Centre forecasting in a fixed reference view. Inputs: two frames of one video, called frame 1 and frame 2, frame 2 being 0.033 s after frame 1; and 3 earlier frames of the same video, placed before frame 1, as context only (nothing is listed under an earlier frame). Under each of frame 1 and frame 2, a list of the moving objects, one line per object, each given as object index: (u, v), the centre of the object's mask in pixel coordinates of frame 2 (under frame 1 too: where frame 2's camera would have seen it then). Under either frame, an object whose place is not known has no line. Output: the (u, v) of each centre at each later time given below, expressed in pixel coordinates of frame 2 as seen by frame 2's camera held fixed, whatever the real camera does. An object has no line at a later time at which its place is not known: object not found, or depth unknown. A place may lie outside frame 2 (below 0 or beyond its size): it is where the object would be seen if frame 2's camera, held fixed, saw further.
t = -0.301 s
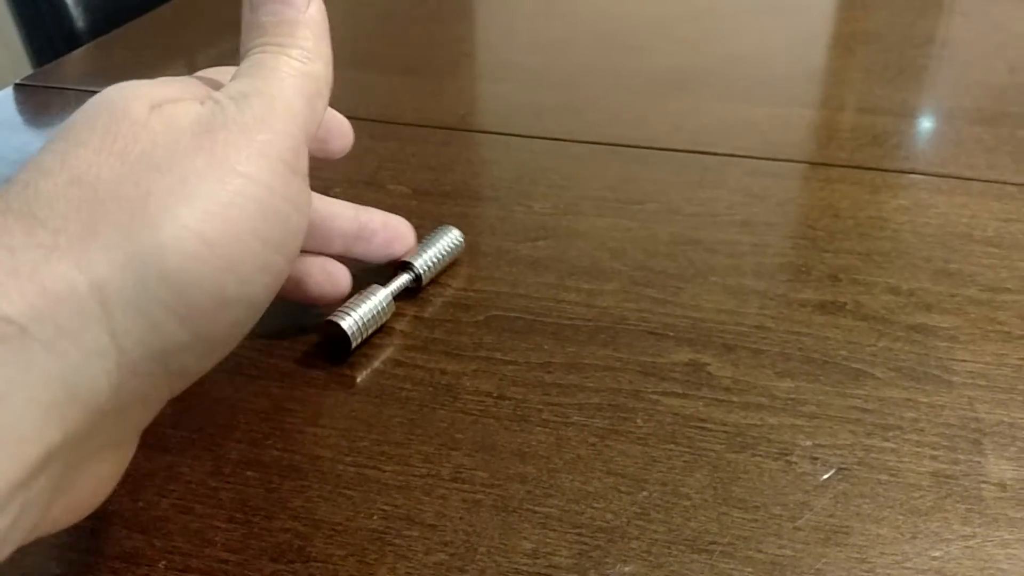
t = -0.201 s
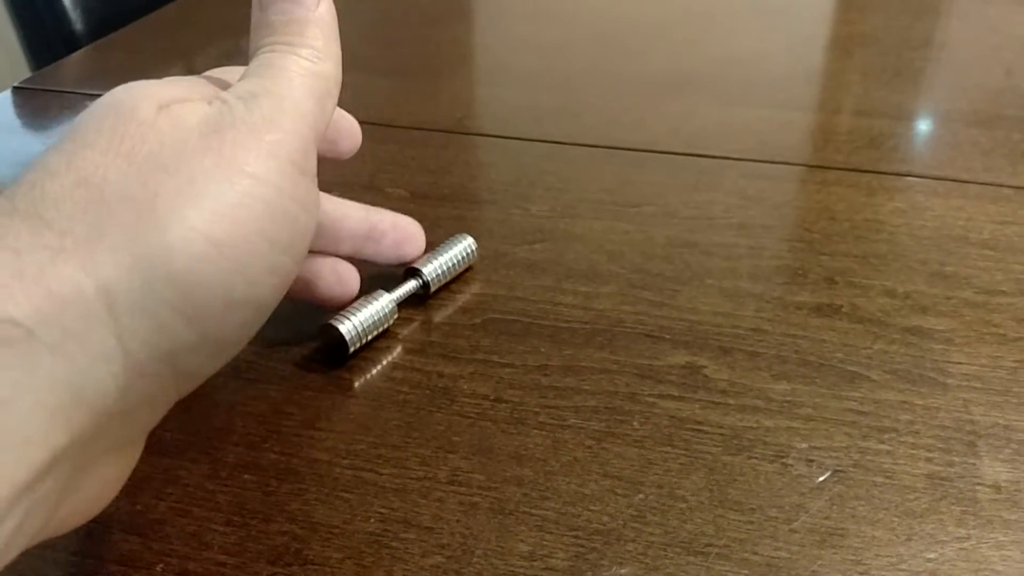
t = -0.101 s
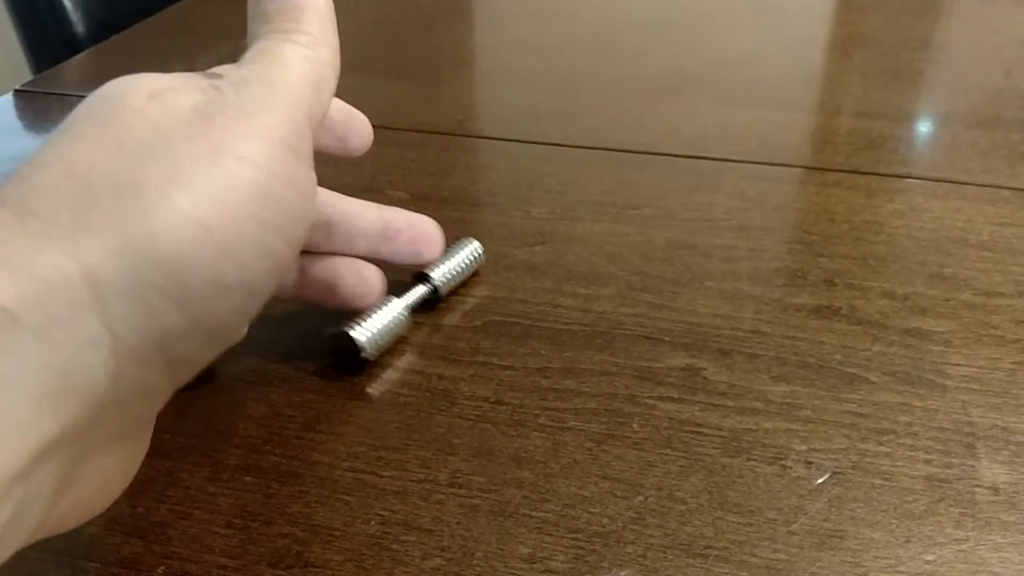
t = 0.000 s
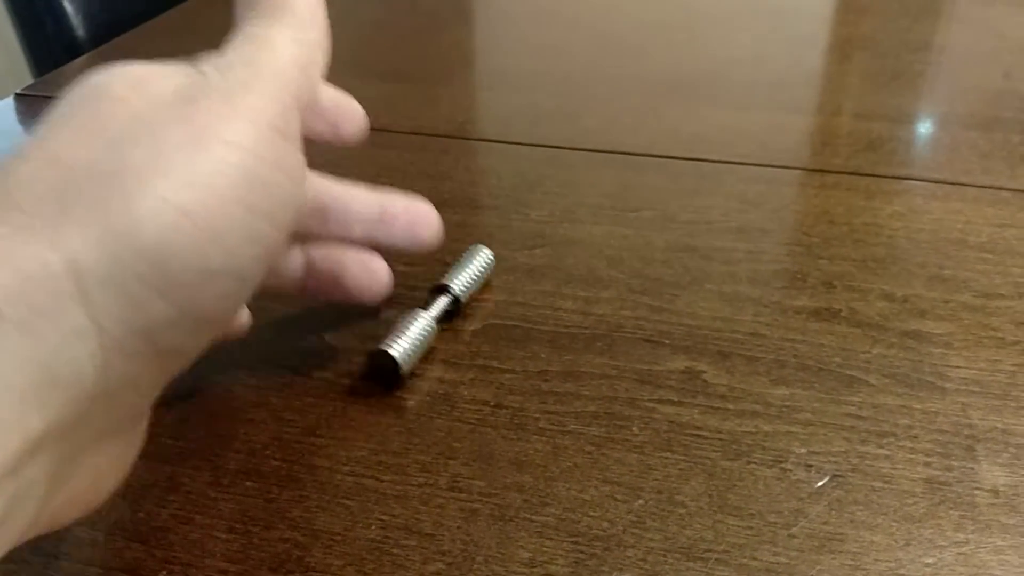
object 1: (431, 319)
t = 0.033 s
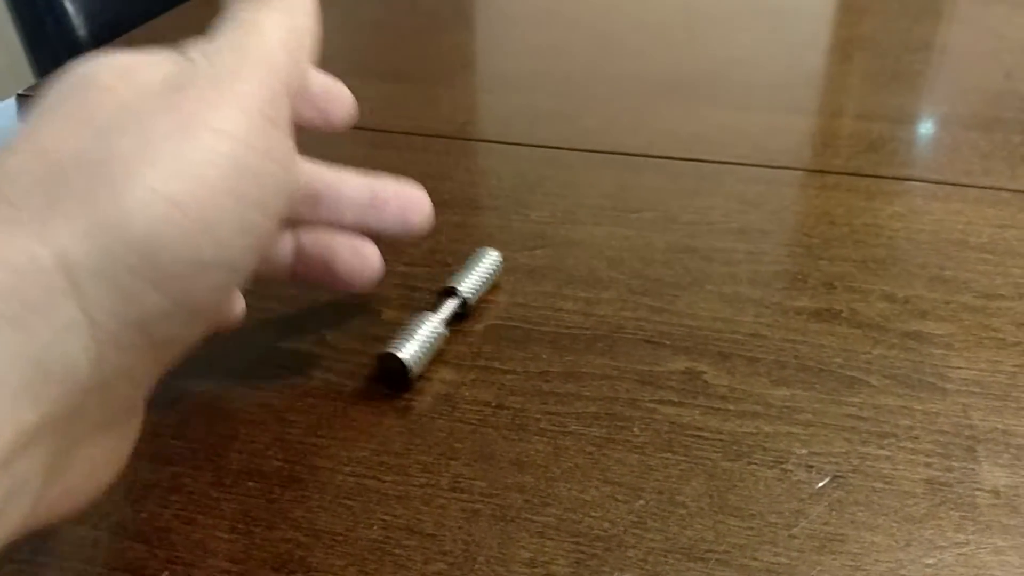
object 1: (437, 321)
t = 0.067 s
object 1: (445, 323)
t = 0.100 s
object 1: (452, 325)
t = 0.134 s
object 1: (460, 326)
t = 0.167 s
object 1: (468, 328)
